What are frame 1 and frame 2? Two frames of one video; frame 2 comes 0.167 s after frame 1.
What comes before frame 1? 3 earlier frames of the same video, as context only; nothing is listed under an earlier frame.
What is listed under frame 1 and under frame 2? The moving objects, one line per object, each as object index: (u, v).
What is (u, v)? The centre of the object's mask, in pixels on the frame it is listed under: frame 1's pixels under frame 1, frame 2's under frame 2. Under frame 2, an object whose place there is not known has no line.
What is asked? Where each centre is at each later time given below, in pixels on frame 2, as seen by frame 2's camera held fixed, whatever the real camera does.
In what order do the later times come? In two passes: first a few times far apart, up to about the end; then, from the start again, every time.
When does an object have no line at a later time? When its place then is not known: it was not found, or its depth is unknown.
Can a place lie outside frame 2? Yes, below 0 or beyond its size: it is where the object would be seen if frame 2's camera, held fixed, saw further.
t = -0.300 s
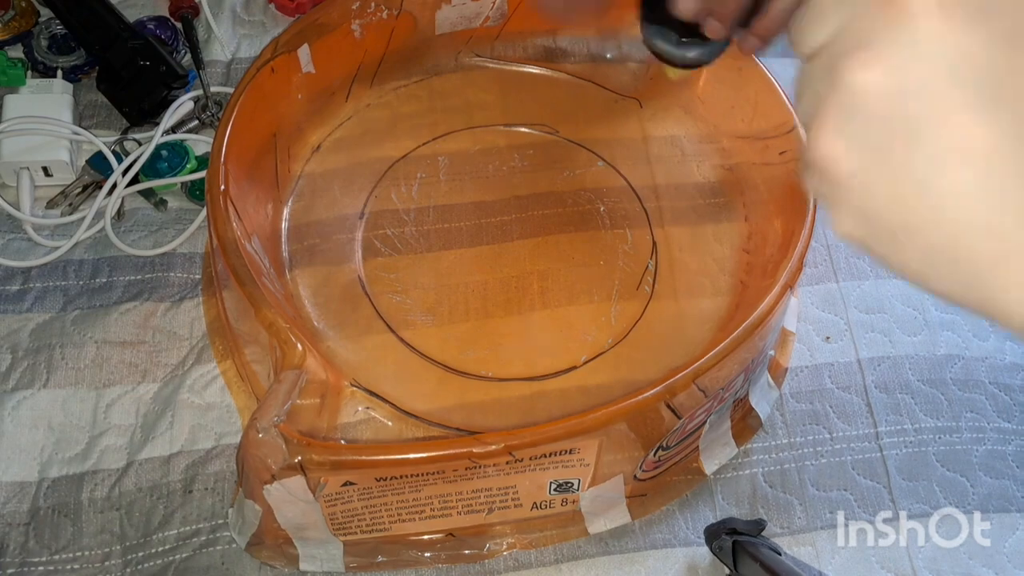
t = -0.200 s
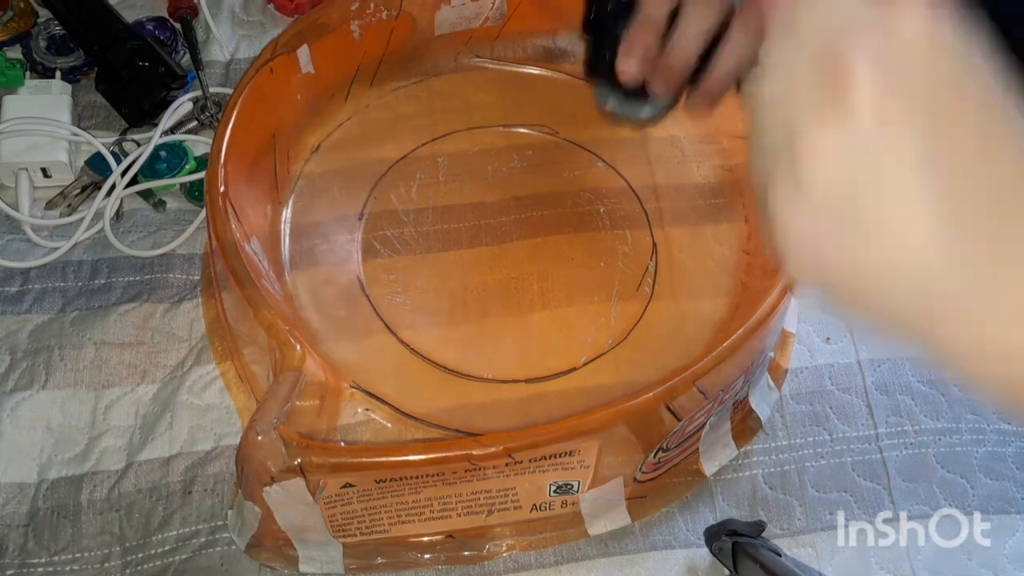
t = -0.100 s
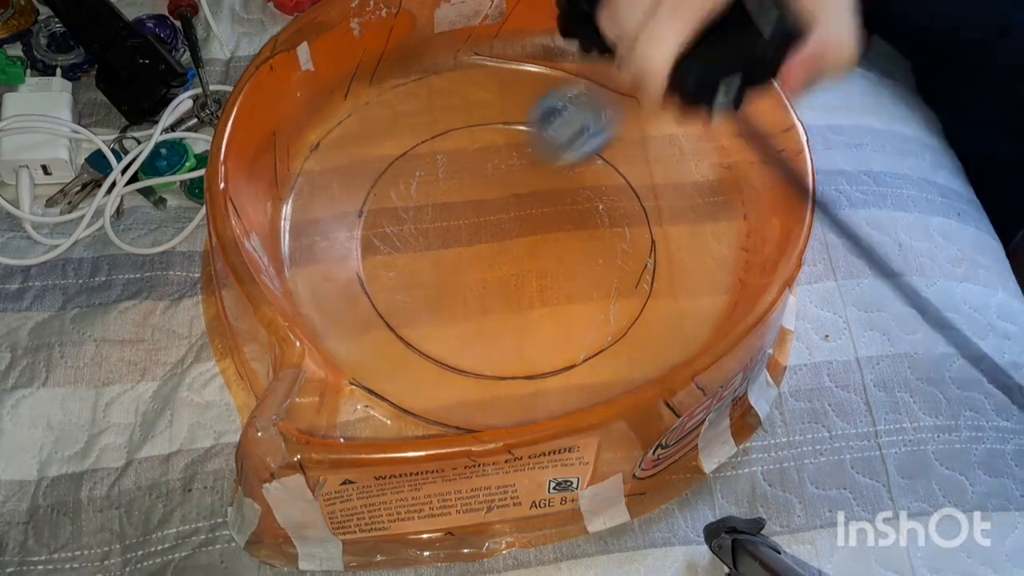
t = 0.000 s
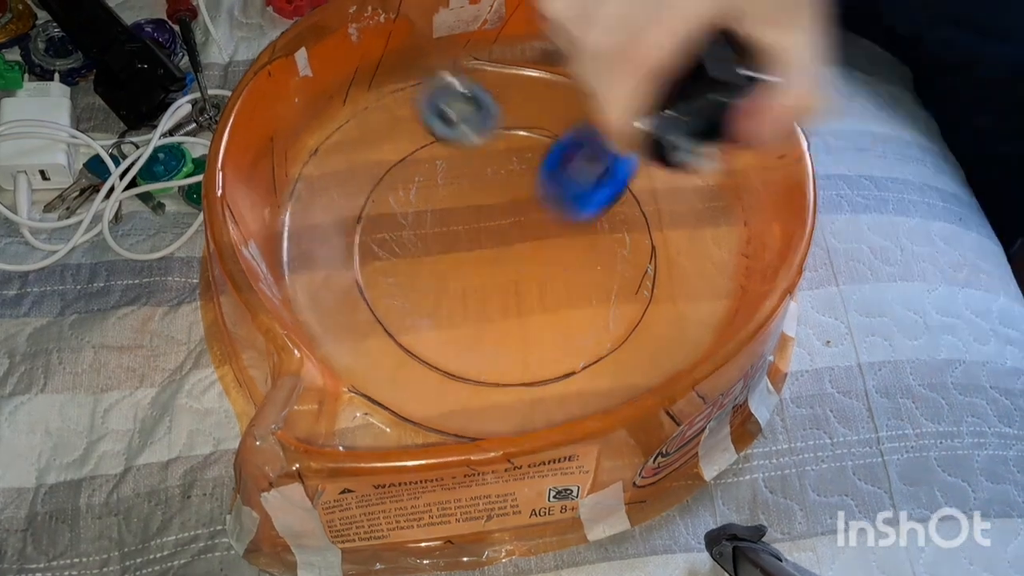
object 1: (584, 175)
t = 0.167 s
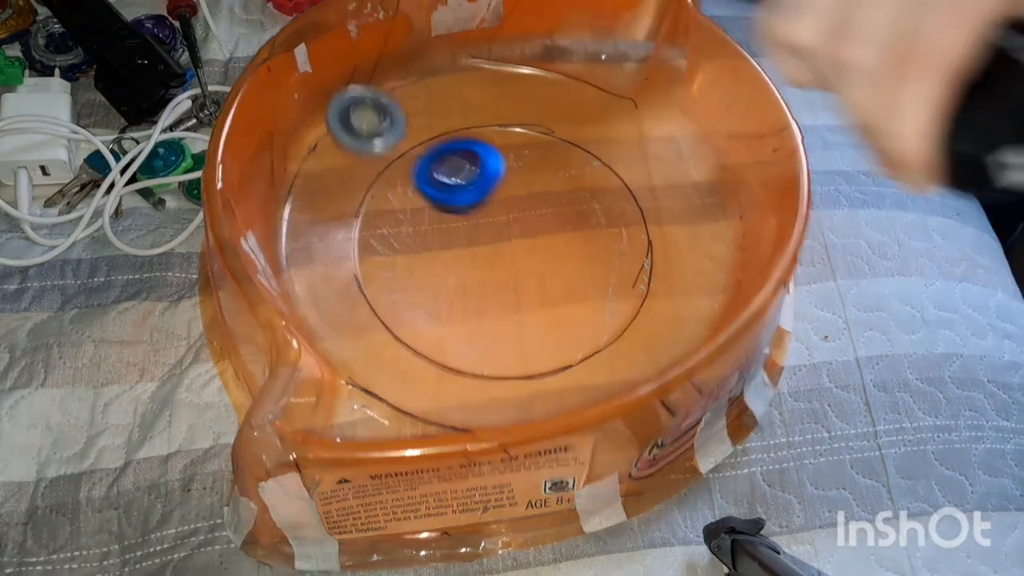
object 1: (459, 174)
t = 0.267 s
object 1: (397, 202)
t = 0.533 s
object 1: (510, 290)
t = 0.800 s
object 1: (562, 369)
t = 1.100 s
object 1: (441, 241)
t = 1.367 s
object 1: (369, 196)
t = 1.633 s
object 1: (410, 237)
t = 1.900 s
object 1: (327, 162)
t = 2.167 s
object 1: (442, 264)
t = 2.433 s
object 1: (437, 305)
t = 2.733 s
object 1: (437, 139)
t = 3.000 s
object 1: (406, 129)
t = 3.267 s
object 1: (470, 224)
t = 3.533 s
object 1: (625, 91)
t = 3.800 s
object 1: (424, 71)
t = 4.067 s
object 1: (460, 360)
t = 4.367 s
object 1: (642, 101)
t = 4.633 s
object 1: (304, 244)
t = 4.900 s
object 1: (708, 273)
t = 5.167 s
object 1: (438, 53)
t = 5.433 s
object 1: (395, 355)
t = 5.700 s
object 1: (710, 233)
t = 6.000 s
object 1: (425, 68)
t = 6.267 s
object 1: (348, 314)
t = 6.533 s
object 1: (684, 310)
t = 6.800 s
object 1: (588, 61)
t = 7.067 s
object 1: (359, 137)
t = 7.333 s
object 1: (521, 331)
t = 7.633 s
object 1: (664, 112)
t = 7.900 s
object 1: (411, 81)
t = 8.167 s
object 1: (388, 304)
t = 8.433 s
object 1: (656, 255)
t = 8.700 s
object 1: (573, 60)
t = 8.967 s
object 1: (352, 146)
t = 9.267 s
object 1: (544, 338)
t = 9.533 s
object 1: (672, 151)
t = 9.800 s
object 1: (467, 61)
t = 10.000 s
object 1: (374, 205)
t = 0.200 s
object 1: (437, 171)
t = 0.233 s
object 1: (415, 178)
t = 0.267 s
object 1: (397, 202)
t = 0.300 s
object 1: (397, 267)
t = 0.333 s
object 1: (394, 356)
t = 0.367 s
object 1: (409, 403)
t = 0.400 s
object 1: (429, 394)
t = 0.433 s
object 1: (447, 369)
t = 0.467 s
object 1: (466, 353)
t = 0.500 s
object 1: (489, 324)
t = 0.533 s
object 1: (510, 290)
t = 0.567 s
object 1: (525, 255)
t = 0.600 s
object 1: (536, 220)
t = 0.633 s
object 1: (543, 191)
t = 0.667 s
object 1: (571, 237)
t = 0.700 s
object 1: (604, 315)
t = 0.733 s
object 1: (609, 358)
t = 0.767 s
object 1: (586, 359)
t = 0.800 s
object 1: (562, 369)
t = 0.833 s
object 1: (538, 382)
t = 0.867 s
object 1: (524, 362)
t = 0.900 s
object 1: (510, 347)
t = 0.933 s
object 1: (499, 328)
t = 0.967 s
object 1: (489, 308)
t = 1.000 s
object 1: (478, 290)
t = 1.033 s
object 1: (467, 272)
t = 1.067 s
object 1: (456, 256)
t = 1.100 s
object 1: (441, 241)
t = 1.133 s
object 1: (428, 228)
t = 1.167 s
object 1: (413, 216)
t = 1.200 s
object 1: (396, 207)
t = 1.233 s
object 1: (380, 199)
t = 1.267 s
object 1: (367, 193)
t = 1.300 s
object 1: (363, 191)
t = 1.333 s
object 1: (364, 192)
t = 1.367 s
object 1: (369, 196)
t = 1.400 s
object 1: (378, 203)
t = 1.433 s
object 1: (387, 209)
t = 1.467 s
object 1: (394, 215)
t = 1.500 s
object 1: (399, 221)
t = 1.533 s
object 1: (403, 227)
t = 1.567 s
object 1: (405, 231)
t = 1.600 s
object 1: (408, 235)
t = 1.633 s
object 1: (410, 237)
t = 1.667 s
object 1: (413, 237)
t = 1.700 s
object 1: (418, 237)
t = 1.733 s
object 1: (424, 235)
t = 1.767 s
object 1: (431, 231)
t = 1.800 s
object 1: (440, 225)
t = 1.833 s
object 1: (447, 217)
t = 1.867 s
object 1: (396, 189)
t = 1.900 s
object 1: (327, 162)
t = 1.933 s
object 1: (288, 152)
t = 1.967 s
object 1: (290, 154)
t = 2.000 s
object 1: (295, 169)
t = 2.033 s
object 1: (305, 196)
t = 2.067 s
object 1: (331, 215)
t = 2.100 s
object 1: (367, 233)
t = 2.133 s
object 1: (403, 249)
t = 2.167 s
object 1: (442, 264)
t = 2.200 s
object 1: (480, 277)
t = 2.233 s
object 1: (480, 353)
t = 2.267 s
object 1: (483, 412)
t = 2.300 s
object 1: (474, 386)
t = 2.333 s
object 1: (464, 351)
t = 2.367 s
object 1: (454, 325)
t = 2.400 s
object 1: (446, 310)
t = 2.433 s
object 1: (437, 305)
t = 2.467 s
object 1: (431, 306)
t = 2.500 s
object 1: (435, 279)
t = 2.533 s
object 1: (441, 258)
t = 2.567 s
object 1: (444, 236)
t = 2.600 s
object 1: (448, 216)
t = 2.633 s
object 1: (448, 195)
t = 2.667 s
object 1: (446, 175)
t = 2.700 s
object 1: (443, 156)
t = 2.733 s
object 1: (437, 139)
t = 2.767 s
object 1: (431, 124)
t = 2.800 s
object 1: (427, 114)
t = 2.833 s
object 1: (426, 111)
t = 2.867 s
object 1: (423, 109)
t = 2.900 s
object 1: (421, 111)
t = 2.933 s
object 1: (416, 114)
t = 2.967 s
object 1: (411, 120)
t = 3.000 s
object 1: (406, 129)
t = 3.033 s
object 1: (400, 140)
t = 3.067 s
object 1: (395, 156)
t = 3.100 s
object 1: (391, 176)
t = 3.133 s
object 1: (395, 193)
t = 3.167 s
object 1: (405, 206)
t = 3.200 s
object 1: (421, 216)
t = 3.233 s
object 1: (443, 223)
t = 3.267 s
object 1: (470, 224)
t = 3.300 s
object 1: (498, 220)
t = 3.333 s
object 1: (527, 211)
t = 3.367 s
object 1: (555, 197)
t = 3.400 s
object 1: (580, 178)
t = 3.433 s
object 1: (601, 154)
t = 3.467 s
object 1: (615, 128)
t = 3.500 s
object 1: (622, 110)
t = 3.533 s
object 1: (625, 91)
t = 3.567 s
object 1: (618, 74)
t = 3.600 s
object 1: (598, 67)
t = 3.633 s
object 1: (575, 67)
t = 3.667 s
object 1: (549, 64)
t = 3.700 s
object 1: (521, 59)
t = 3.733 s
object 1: (490, 56)
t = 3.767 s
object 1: (457, 59)
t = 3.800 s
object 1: (424, 71)
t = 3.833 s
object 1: (394, 93)
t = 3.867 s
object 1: (370, 122)
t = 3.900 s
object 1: (354, 158)
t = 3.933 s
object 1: (349, 199)
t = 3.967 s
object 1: (357, 244)
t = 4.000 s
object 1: (378, 288)
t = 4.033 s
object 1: (412, 326)
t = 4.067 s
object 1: (460, 360)
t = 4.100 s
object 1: (516, 381)
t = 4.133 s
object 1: (575, 390)
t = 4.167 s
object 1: (626, 368)
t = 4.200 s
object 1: (664, 342)
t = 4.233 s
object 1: (694, 304)
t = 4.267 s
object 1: (716, 254)
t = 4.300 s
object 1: (715, 200)
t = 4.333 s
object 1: (686, 150)
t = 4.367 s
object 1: (642, 101)
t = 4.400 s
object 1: (589, 66)
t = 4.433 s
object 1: (532, 37)
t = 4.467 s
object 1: (476, 43)
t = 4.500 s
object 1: (419, 69)
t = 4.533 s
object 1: (364, 105)
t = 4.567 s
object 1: (327, 143)
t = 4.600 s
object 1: (306, 190)
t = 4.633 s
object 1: (304, 244)
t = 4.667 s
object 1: (333, 303)
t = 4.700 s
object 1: (379, 352)
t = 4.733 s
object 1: (443, 389)
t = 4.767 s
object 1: (511, 402)
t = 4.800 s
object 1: (576, 384)
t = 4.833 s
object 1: (632, 358)
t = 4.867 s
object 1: (678, 321)
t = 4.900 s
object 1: (708, 273)
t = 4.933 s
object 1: (714, 220)
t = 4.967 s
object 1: (703, 170)
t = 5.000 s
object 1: (668, 127)
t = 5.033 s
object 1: (625, 88)
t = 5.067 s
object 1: (579, 62)
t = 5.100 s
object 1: (530, 40)
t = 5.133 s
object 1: (484, 39)
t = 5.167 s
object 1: (438, 53)
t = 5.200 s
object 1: (396, 85)
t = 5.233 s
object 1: (357, 113)
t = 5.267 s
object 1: (321, 147)
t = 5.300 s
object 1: (304, 192)
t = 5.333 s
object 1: (302, 236)
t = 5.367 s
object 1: (322, 282)
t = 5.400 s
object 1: (353, 322)
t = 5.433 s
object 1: (395, 355)
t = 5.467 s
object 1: (446, 383)
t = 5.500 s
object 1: (498, 397)
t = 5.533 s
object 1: (552, 392)
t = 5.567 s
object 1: (599, 373)
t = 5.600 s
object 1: (638, 348)
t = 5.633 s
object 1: (670, 313)
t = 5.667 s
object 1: (695, 275)
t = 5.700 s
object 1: (710, 233)
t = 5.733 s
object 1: (712, 193)
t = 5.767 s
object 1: (695, 155)
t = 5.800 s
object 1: (665, 119)
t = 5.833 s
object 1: (630, 87)
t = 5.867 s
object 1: (591, 67)
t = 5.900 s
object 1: (551, 50)
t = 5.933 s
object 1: (509, 38)
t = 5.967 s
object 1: (467, 44)
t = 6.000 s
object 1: (425, 68)
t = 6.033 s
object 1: (389, 86)
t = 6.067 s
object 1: (357, 107)
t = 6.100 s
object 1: (331, 133)
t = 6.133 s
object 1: (314, 166)
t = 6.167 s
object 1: (305, 202)
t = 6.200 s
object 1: (304, 240)
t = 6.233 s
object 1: (320, 279)
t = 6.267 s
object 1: (348, 314)
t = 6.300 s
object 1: (384, 343)
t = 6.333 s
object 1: (427, 364)
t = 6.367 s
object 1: (477, 378)
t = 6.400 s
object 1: (525, 382)
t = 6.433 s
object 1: (573, 376)
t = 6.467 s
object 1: (617, 361)
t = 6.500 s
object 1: (655, 340)
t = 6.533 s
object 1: (684, 310)
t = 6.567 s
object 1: (703, 275)
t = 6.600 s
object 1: (713, 239)
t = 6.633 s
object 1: (714, 203)
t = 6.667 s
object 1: (701, 168)
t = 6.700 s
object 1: (675, 136)
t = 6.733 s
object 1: (648, 107)
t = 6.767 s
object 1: (618, 82)
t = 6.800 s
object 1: (588, 61)
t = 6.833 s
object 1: (558, 42)
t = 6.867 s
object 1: (524, 33)
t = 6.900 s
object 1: (493, 38)
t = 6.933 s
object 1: (462, 56)
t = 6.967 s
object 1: (433, 73)
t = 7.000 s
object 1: (404, 90)
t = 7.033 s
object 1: (378, 110)
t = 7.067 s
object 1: (359, 137)
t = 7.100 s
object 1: (347, 167)
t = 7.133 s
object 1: (345, 201)
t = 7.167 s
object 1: (355, 237)
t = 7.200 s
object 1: (376, 269)
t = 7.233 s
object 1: (405, 295)
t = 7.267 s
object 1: (441, 315)
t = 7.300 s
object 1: (481, 328)
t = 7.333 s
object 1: (521, 331)
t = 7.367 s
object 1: (561, 325)
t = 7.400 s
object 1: (597, 312)
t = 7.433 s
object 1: (630, 292)
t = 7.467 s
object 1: (652, 266)
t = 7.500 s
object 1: (669, 236)
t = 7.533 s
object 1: (680, 203)
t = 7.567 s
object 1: (682, 173)
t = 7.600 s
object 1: (679, 140)
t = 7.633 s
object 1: (664, 112)
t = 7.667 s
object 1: (636, 92)
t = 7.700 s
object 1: (606, 76)
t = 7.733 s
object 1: (575, 65)
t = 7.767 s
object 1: (541, 58)
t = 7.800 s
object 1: (506, 56)
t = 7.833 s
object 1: (473, 59)
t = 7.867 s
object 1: (440, 68)
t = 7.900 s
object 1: (411, 81)
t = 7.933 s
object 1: (383, 100)
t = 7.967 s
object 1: (360, 123)
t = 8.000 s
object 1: (342, 150)
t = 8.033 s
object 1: (333, 180)
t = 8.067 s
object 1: (331, 212)
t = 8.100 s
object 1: (340, 246)
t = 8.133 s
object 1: (360, 278)
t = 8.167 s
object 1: (388, 304)
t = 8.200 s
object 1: (421, 323)
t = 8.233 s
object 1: (461, 338)
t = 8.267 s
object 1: (504, 344)
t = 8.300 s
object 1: (544, 339)
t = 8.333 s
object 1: (582, 326)
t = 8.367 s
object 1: (615, 308)
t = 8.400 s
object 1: (640, 284)
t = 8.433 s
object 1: (656, 255)
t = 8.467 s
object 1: (668, 225)
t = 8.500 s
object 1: (675, 194)
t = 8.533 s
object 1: (674, 165)
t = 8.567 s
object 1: (668, 134)
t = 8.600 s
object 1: (656, 105)
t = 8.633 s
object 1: (631, 86)
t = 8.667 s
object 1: (603, 72)
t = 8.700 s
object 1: (573, 60)
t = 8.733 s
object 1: (540, 53)
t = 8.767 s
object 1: (507, 52)
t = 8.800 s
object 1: (475, 55)
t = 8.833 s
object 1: (443, 63)
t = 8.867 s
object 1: (414, 77)
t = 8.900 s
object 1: (388, 96)
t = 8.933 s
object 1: (368, 119)
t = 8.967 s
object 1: (352, 146)
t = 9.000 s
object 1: (344, 176)
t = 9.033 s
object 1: (344, 207)
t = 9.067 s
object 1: (353, 241)
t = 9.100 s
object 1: (371, 270)
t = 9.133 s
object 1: (398, 296)
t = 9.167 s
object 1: (429, 317)
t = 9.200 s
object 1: (467, 333)
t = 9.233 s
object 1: (505, 340)
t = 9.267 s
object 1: (544, 338)
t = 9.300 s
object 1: (579, 330)
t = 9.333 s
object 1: (609, 315)
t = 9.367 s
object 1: (634, 291)
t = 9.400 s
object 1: (653, 266)
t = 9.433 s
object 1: (668, 237)
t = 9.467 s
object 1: (676, 208)
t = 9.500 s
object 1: (677, 180)
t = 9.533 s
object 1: (672, 151)
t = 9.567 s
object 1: (660, 124)
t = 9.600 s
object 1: (644, 99)
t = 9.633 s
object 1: (624, 79)
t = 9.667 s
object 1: (597, 63)
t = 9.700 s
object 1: (567, 55)
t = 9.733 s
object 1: (533, 52)
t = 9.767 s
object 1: (499, 54)
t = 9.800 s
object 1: (467, 61)
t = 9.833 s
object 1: (438, 74)
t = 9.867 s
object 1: (415, 91)
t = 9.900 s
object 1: (396, 114)
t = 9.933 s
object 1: (382, 141)
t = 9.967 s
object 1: (374, 172)
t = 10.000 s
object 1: (374, 205)
